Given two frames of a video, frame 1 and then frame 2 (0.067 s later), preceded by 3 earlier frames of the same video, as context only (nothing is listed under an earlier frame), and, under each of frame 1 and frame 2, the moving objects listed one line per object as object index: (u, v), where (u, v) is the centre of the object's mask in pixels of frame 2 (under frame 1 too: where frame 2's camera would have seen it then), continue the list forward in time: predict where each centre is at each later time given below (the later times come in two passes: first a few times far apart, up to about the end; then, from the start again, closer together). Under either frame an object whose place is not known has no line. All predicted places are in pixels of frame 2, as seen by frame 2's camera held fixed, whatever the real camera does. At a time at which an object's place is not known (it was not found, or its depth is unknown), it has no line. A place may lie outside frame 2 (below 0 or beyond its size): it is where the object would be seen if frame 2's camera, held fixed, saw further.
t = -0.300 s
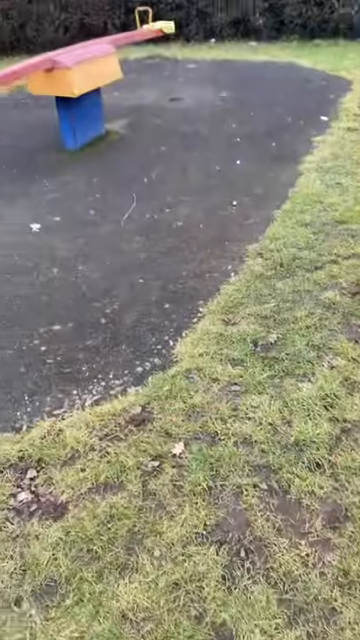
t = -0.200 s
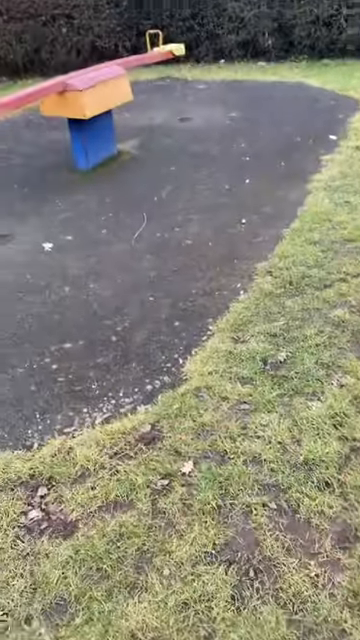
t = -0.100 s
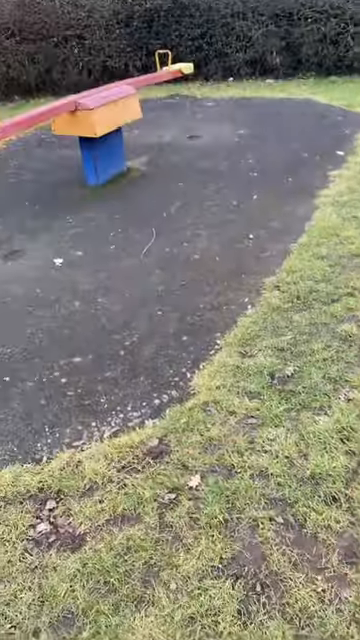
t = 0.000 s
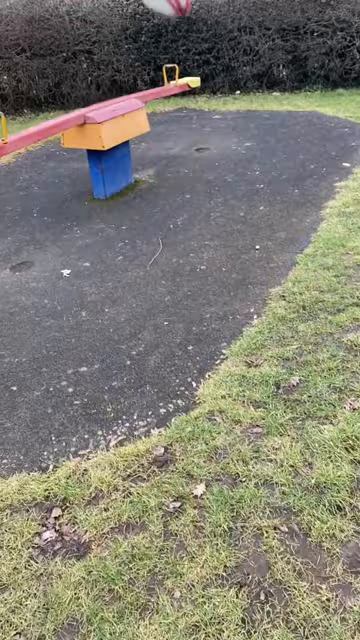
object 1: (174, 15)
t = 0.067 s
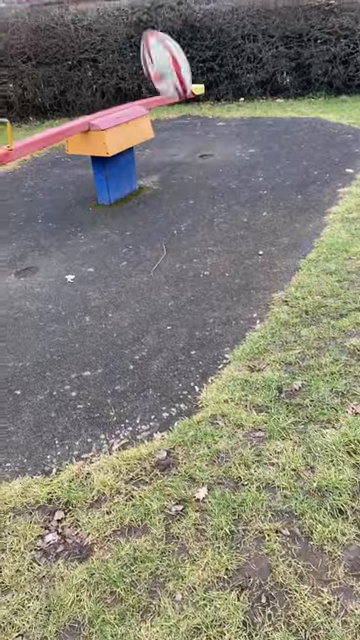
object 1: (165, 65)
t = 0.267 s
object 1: (178, 261)
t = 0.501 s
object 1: (151, 239)
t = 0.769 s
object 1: (124, 232)
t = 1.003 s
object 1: (98, 206)
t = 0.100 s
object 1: (167, 100)
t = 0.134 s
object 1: (169, 135)
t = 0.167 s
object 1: (170, 167)
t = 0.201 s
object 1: (172, 200)
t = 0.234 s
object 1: (175, 231)
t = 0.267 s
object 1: (178, 261)
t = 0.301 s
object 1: (180, 289)
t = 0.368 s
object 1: (171, 274)
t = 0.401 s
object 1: (165, 262)
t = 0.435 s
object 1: (160, 253)
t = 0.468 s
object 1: (156, 245)
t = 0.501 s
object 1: (151, 239)
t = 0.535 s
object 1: (148, 236)
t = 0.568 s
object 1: (143, 231)
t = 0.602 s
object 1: (140, 230)
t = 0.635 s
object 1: (137, 230)
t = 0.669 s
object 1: (134, 233)
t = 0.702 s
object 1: (132, 236)
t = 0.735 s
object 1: (129, 239)
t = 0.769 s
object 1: (124, 232)
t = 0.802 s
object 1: (119, 224)
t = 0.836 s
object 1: (115, 217)
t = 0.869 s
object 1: (112, 211)
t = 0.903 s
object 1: (108, 208)
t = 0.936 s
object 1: (104, 206)
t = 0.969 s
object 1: (101, 205)
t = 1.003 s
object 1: (98, 206)
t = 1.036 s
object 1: (95, 208)
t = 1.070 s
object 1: (93, 211)
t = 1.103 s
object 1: (90, 208)
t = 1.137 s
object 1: (87, 203)
